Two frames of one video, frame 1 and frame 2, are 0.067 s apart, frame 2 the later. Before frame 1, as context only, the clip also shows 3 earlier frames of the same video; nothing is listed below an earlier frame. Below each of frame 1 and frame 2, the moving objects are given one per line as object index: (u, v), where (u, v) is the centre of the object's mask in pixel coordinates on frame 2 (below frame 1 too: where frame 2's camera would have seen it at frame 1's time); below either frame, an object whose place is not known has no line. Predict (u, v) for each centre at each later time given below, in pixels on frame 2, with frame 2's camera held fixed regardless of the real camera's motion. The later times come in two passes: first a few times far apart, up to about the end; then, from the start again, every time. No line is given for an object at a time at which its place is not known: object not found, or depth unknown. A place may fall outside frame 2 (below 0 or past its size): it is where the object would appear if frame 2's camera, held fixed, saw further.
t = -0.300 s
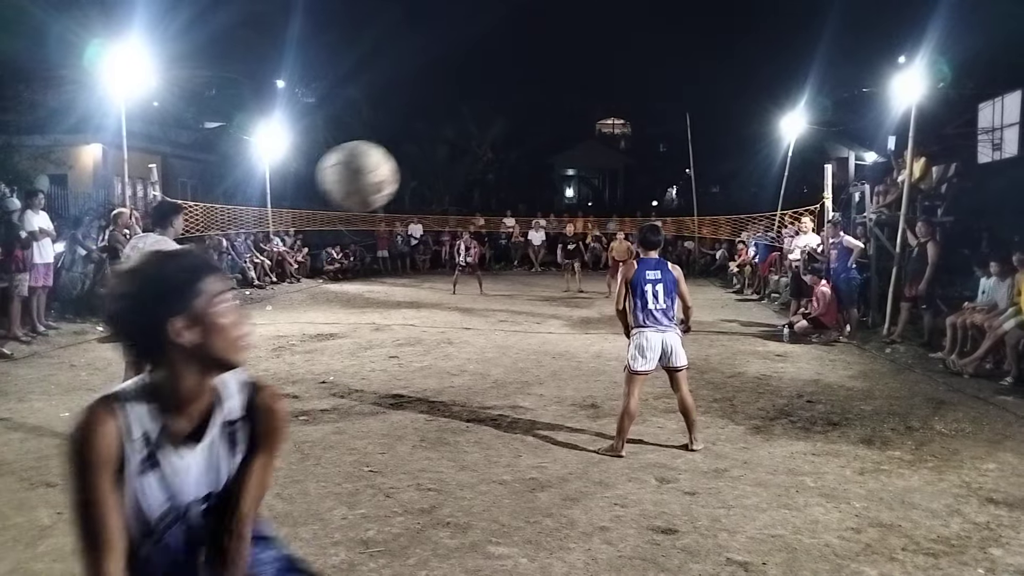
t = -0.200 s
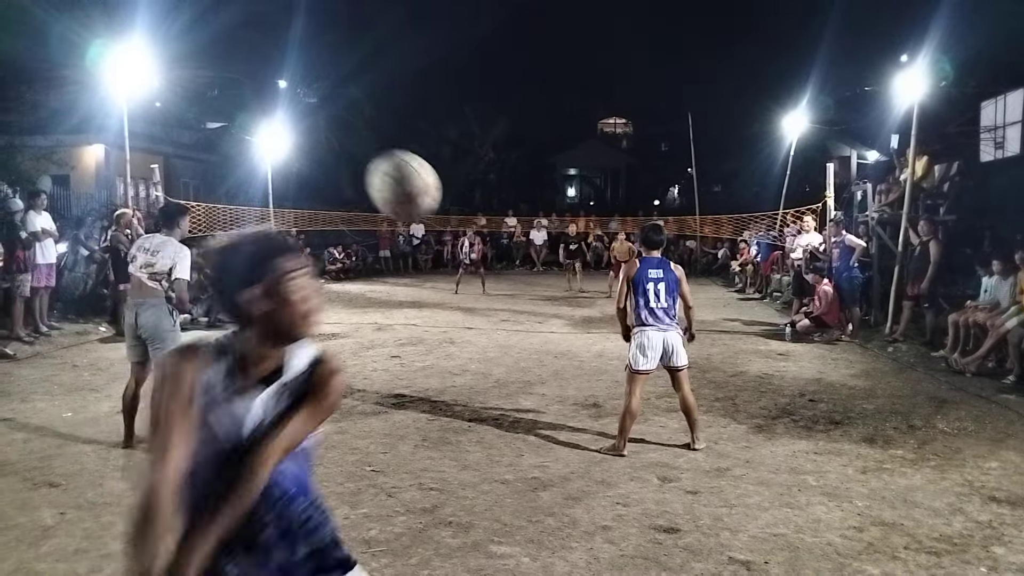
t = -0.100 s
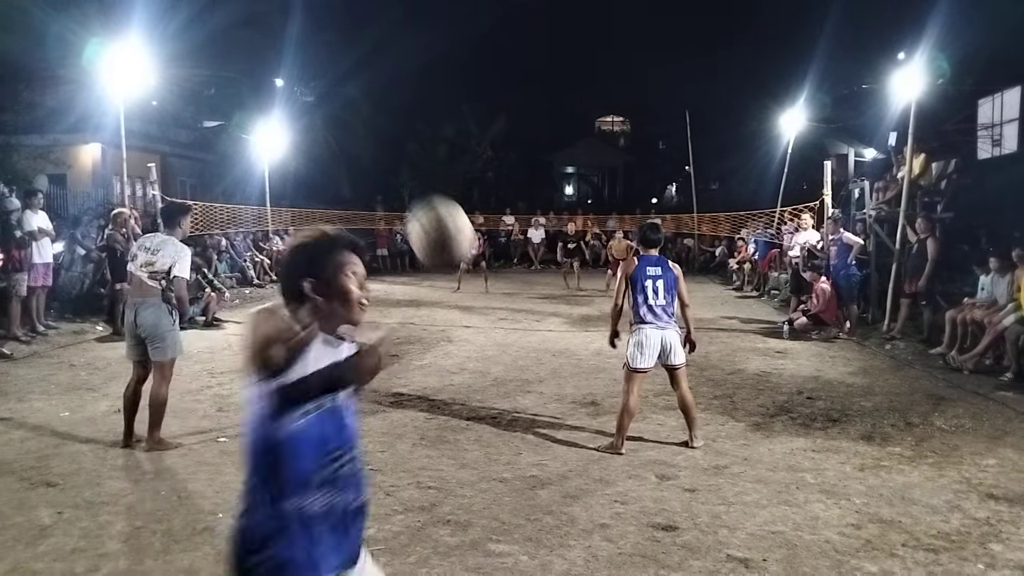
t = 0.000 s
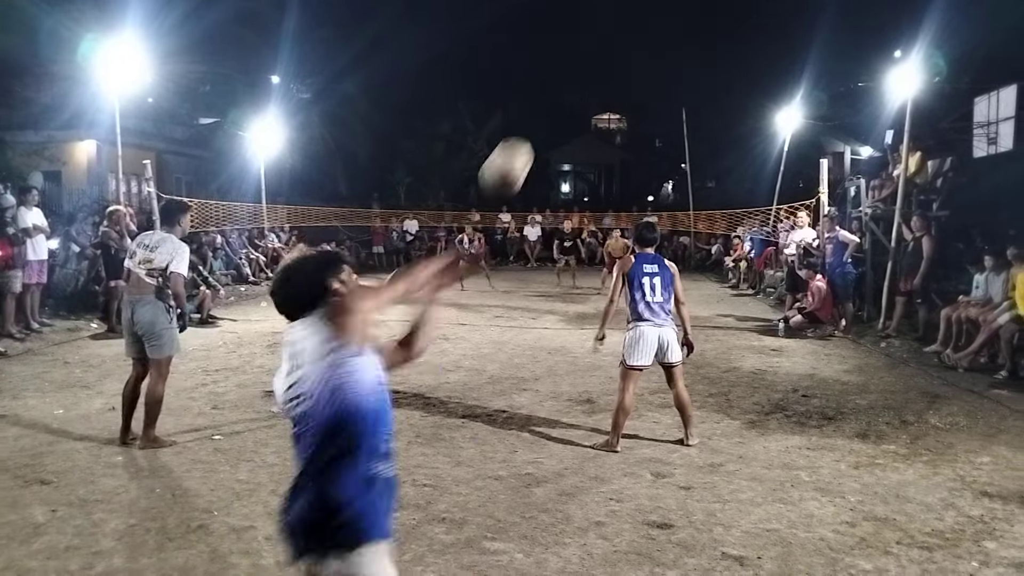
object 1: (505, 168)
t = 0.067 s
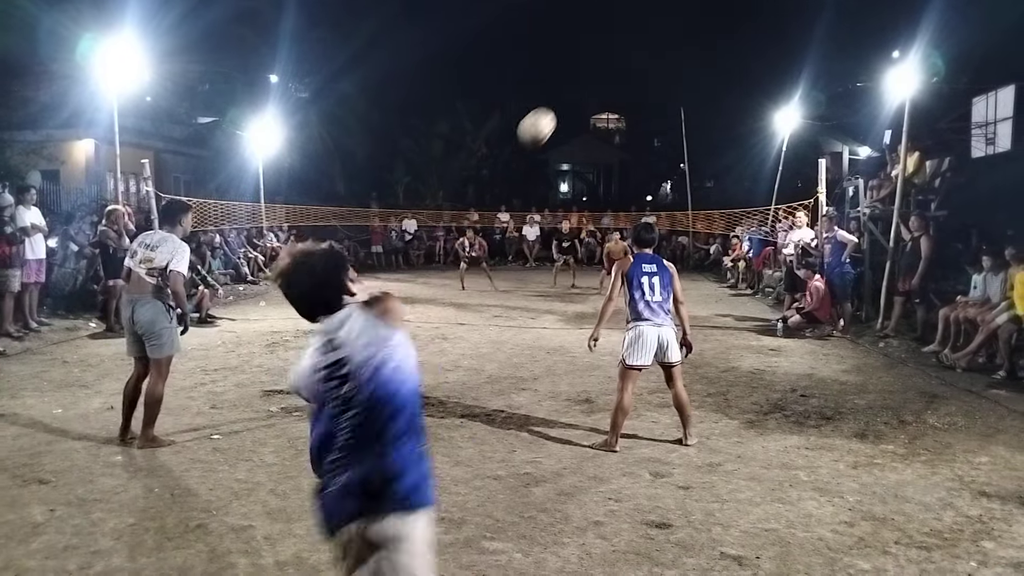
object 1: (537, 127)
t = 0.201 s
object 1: (570, 100)
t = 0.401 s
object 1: (588, 109)
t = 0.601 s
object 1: (592, 142)
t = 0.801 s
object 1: (590, 185)
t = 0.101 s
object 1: (548, 116)
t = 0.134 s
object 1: (557, 108)
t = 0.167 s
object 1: (564, 103)
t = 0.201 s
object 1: (570, 100)
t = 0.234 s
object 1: (574, 99)
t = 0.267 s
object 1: (578, 99)
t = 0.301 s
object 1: (582, 100)
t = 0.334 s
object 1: (585, 103)
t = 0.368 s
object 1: (587, 105)
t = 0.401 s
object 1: (588, 109)
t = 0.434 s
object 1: (589, 114)
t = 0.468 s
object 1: (590, 118)
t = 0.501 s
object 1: (591, 123)
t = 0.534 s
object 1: (592, 129)
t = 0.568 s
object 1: (592, 135)
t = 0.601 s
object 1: (592, 142)
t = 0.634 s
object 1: (592, 149)
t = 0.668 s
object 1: (592, 156)
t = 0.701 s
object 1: (592, 164)
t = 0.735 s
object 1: (591, 171)
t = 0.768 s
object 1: (591, 178)
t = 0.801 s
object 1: (590, 185)
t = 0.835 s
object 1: (589, 193)
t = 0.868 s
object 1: (588, 201)
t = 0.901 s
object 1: (588, 207)
